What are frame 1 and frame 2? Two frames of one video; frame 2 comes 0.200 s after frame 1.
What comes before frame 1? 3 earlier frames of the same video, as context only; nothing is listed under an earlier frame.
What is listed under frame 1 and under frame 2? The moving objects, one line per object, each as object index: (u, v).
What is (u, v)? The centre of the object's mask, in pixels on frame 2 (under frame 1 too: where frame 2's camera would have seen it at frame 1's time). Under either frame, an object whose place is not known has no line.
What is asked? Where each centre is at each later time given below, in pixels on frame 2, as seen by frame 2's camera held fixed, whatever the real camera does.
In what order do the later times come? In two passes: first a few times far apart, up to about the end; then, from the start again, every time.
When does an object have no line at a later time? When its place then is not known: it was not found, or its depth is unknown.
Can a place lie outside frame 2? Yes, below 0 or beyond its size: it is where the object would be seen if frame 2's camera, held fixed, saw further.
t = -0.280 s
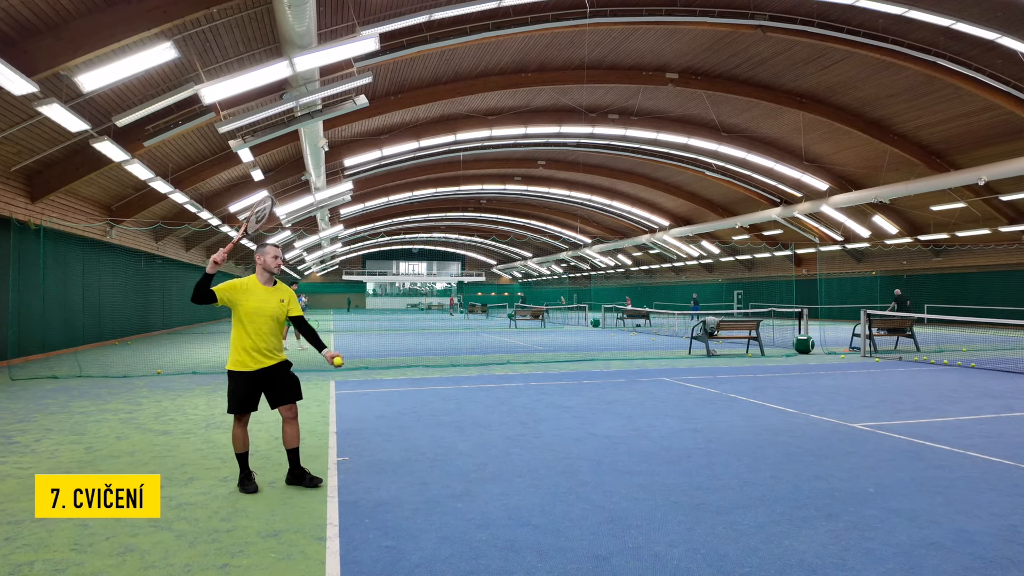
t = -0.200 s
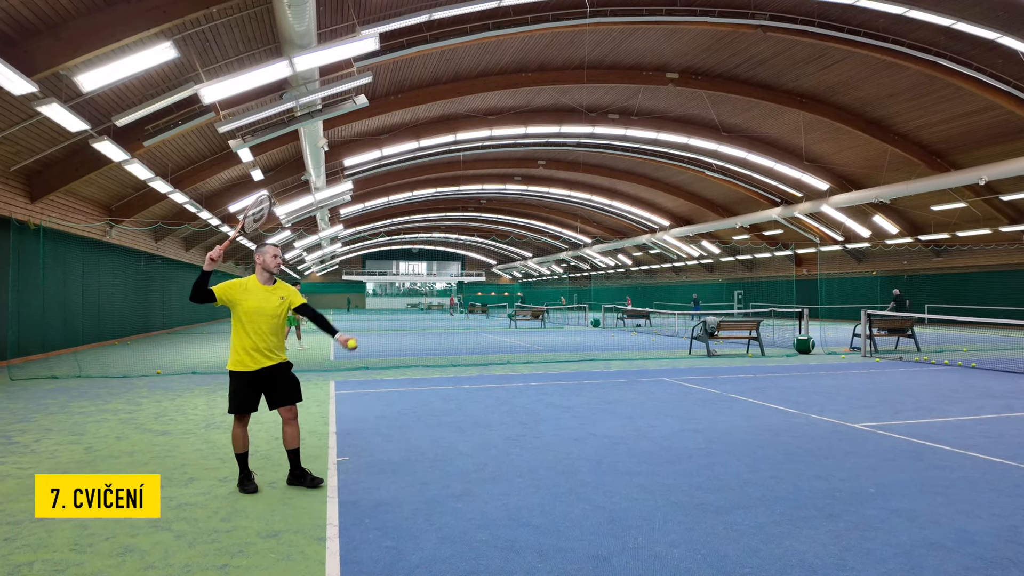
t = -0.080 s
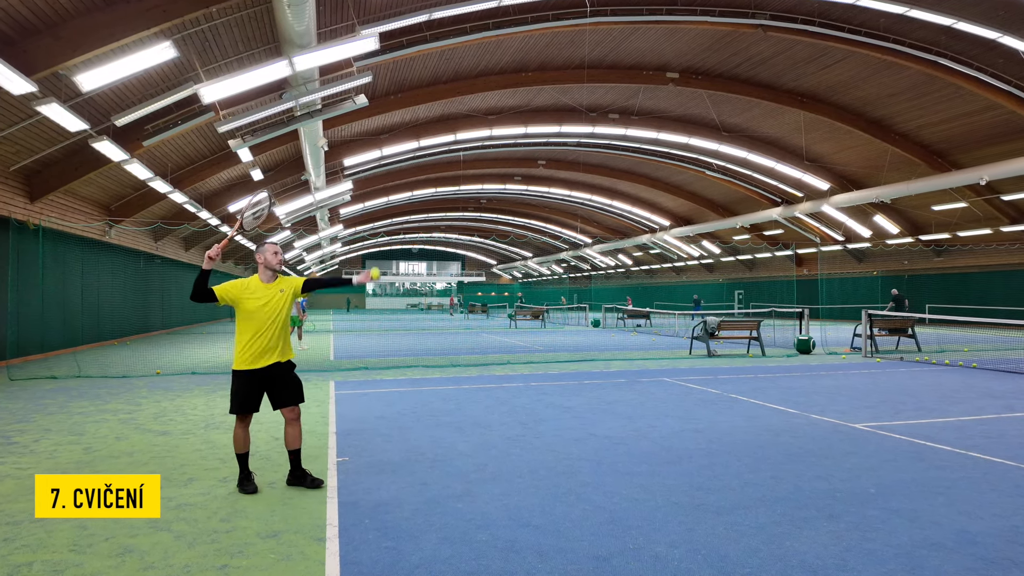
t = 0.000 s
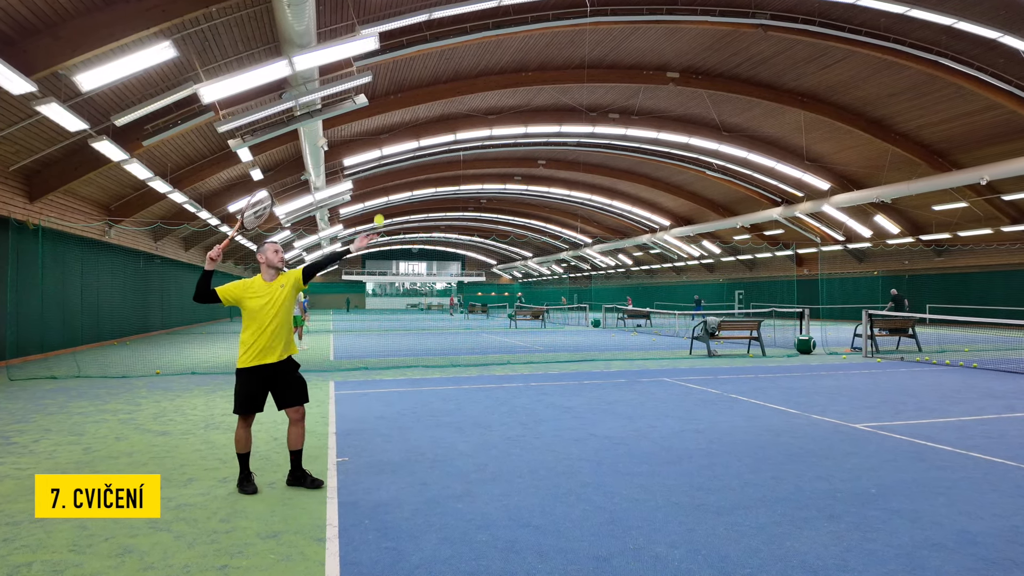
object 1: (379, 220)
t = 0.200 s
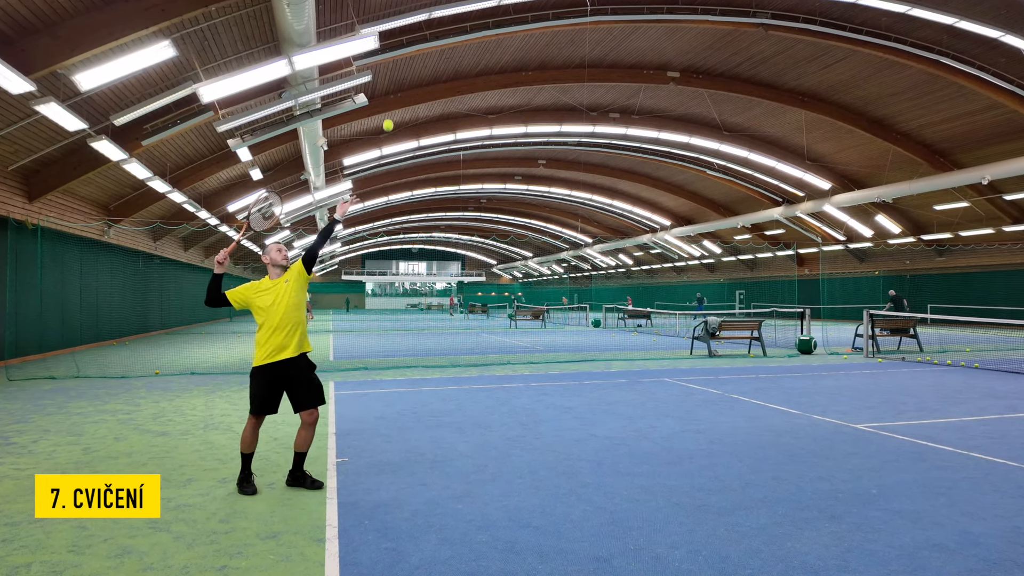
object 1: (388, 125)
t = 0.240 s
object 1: (390, 113)
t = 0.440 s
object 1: (400, 82)
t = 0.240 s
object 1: (390, 113)
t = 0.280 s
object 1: (392, 102)
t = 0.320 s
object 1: (394, 94)
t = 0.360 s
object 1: (396, 88)
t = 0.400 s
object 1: (398, 84)
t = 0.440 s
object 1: (400, 82)
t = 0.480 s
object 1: (401, 82)
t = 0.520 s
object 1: (404, 85)
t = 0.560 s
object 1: (405, 90)
